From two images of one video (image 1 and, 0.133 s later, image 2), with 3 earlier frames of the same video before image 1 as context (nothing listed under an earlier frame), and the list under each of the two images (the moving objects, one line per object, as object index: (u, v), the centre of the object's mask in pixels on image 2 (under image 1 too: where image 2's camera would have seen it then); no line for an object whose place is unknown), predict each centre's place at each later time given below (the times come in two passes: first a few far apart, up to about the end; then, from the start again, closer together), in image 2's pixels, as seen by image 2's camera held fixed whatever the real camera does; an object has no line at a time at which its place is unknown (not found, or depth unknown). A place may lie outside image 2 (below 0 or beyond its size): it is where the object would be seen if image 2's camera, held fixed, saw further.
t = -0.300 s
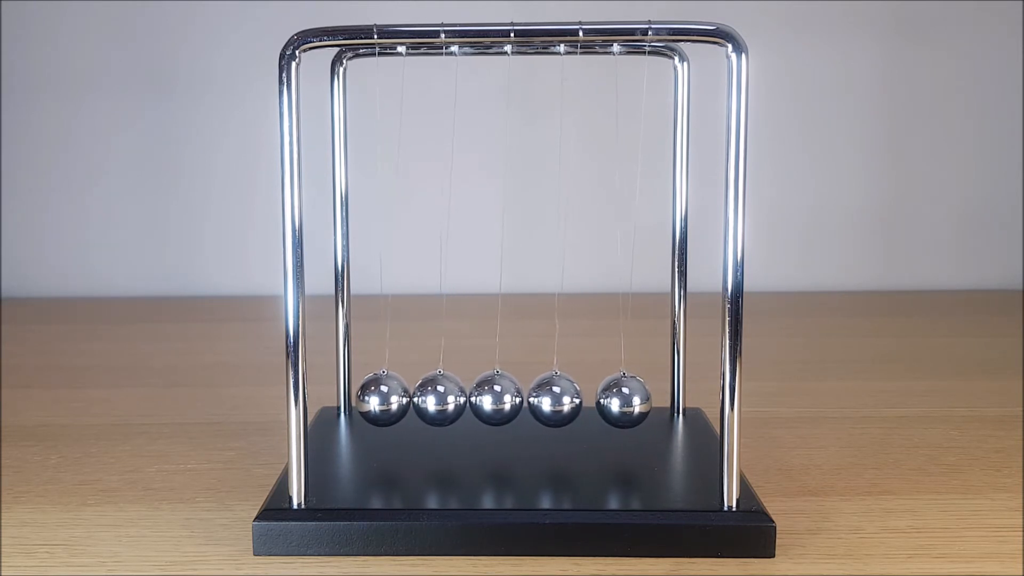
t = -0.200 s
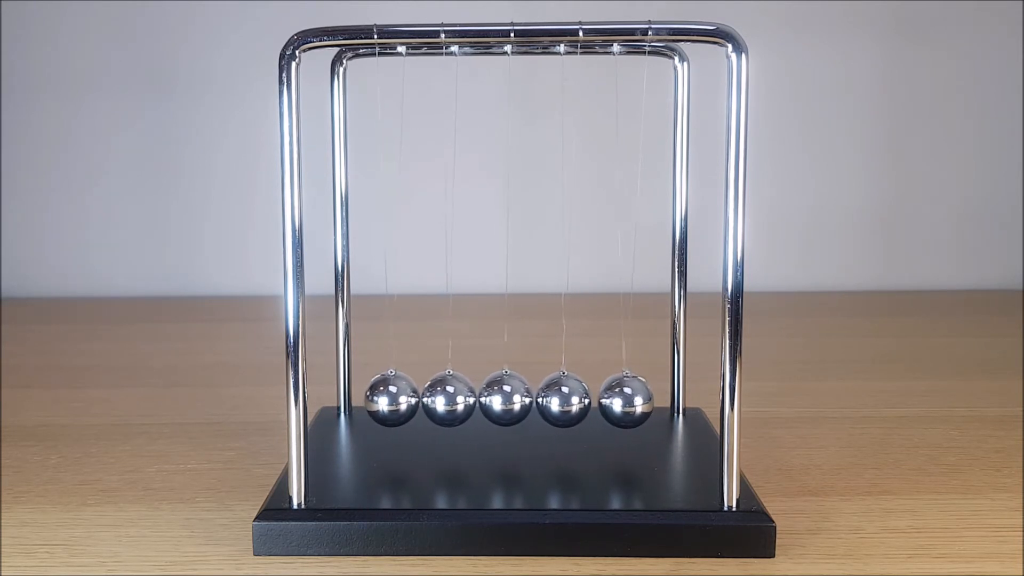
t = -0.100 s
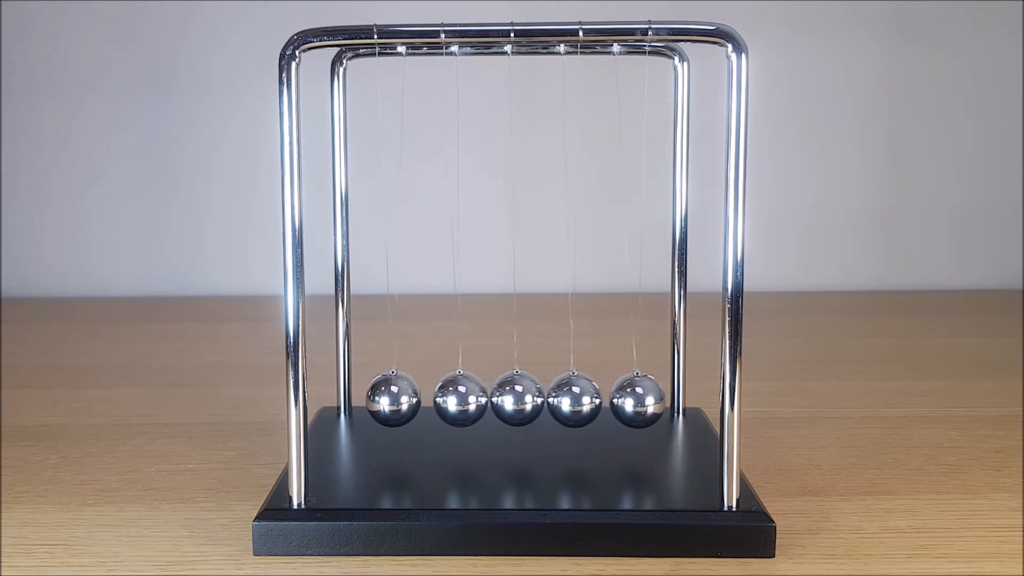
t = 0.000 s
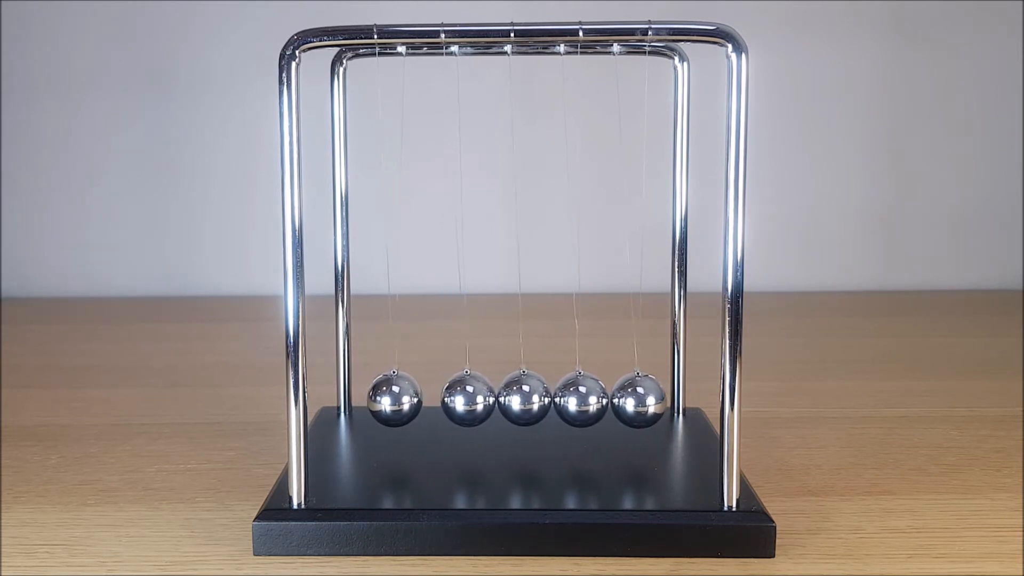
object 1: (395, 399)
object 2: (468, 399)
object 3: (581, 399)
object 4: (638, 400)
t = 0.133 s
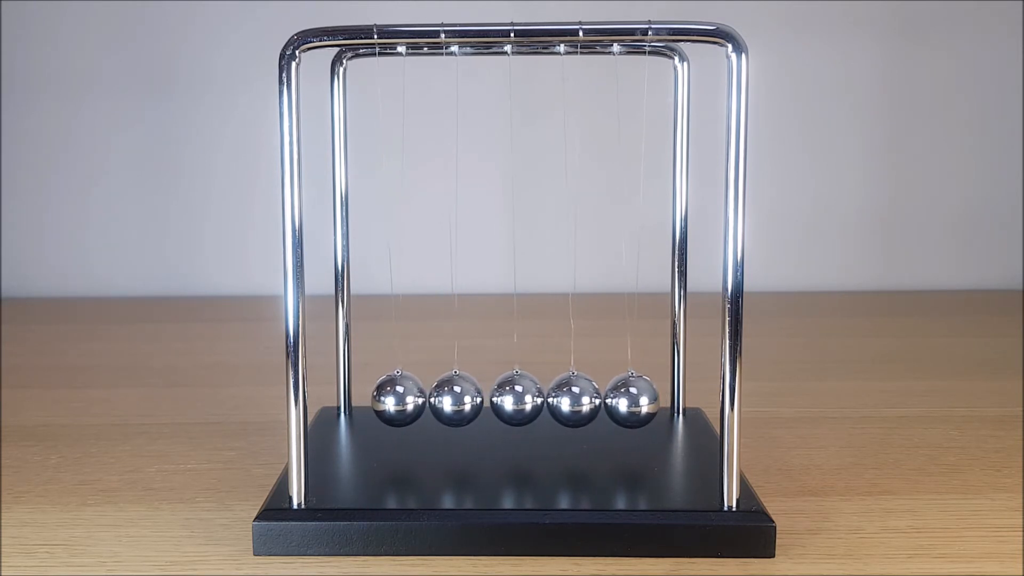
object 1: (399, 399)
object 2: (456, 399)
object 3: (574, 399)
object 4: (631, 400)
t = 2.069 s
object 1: (390, 399)
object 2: (458, 399)
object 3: (572, 399)
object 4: (629, 400)
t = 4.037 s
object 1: (385, 398)
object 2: (441, 399)
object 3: (554, 399)
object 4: (617, 400)
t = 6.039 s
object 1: (399, 399)
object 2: (455, 399)
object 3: (568, 399)
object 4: (634, 400)
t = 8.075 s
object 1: (406, 399)
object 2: (462, 399)
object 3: (574, 399)
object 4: (637, 400)
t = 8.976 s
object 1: (399, 399)
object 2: (455, 399)
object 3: (567, 399)
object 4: (624, 400)
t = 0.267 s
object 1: (383, 398)
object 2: (445, 399)
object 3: (558, 399)
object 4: (627, 400)
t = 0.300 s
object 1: (382, 398)
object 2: (442, 399)
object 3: (554, 399)
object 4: (626, 400)
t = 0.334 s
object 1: (382, 398)
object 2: (439, 398)
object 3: (552, 399)
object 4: (626, 400)
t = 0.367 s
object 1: (382, 398)
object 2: (438, 398)
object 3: (551, 399)
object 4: (624, 400)
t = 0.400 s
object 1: (382, 398)
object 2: (438, 399)
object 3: (553, 399)
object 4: (623, 400)
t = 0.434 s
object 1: (383, 398)
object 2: (439, 399)
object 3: (556, 399)
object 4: (622, 400)
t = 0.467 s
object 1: (386, 398)
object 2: (442, 399)
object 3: (560, 399)
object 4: (620, 400)
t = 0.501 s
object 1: (389, 399)
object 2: (445, 399)
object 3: (562, 400)
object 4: (621, 400)
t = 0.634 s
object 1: (392, 399)
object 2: (462, 399)
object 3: (574, 399)
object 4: (635, 400)
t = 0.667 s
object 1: (393, 399)
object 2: (465, 399)
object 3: (577, 399)
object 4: (637, 400)
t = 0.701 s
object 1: (394, 399)
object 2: (467, 399)
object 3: (580, 399)
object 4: (637, 400)
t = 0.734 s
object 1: (395, 399)
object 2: (467, 399)
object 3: (581, 399)
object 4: (637, 400)
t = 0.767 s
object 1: (397, 399)
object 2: (465, 399)
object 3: (581, 399)
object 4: (637, 400)
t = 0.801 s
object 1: (398, 399)
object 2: (463, 399)
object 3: (579, 399)
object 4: (636, 400)
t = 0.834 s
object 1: (400, 399)
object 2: (459, 399)
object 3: (577, 399)
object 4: (634, 400)
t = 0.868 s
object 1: (399, 399)
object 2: (458, 399)
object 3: (573, 399)
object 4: (630, 400)
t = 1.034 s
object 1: (384, 398)
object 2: (441, 399)
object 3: (553, 399)
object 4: (627, 400)
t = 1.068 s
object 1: (383, 398)
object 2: (439, 399)
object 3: (552, 399)
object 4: (625, 400)
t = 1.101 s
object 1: (382, 398)
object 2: (438, 399)
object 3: (553, 399)
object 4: (624, 400)
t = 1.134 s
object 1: (382, 398)
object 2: (438, 399)
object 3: (555, 399)
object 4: (622, 400)
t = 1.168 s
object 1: (383, 398)
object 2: (440, 399)
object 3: (557, 399)
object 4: (620, 400)
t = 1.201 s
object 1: (386, 398)
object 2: (442, 399)
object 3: (560, 399)
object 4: (618, 400)
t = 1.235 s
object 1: (389, 399)
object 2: (446, 399)
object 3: (560, 400)
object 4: (621, 400)
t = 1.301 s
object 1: (391, 398)
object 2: (454, 399)
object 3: (567, 399)
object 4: (628, 400)
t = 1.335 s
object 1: (391, 399)
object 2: (458, 399)
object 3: (571, 399)
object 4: (631, 400)
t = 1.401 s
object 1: (393, 399)
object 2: (464, 399)
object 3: (578, 399)
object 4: (635, 400)
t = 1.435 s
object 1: (395, 399)
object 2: (466, 399)
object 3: (580, 399)
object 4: (637, 400)
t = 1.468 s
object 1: (397, 399)
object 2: (465, 399)
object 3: (580, 399)
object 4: (638, 400)
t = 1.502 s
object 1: (399, 399)
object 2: (464, 399)
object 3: (580, 399)
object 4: (638, 400)
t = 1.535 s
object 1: (400, 399)
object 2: (461, 399)
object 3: (579, 399)
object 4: (636, 400)
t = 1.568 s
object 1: (402, 399)
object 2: (459, 399)
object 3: (576, 399)
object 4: (633, 400)
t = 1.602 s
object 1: (399, 399)
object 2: (460, 399)
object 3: (573, 399)
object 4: (630, 400)
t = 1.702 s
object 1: (390, 399)
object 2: (447, 399)
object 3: (561, 399)
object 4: (629, 400)
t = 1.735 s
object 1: (387, 399)
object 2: (444, 399)
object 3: (557, 399)
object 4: (628, 400)
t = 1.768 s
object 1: (384, 399)
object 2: (442, 399)
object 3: (554, 399)
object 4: (626, 400)
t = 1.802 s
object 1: (382, 398)
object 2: (439, 399)
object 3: (554, 399)
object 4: (624, 400)
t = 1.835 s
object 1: (382, 398)
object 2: (438, 398)
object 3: (554, 399)
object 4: (622, 400)
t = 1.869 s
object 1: (382, 398)
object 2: (439, 398)
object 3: (556, 399)
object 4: (620, 400)
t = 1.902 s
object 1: (384, 398)
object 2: (441, 399)
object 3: (558, 399)
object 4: (618, 400)
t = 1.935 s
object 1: (386, 399)
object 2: (443, 399)
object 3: (560, 399)
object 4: (617, 400)
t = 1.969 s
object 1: (390, 399)
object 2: (446, 399)
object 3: (559, 399)
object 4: (620, 400)
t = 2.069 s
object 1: (390, 399)
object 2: (458, 399)
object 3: (572, 399)
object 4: (629, 400)
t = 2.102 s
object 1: (392, 399)
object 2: (462, 399)
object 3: (575, 399)
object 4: (632, 400)
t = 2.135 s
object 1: (394, 399)
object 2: (463, 399)
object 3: (578, 399)
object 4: (635, 400)
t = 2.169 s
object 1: (396, 399)
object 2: (464, 399)
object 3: (580, 399)
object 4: (637, 400)
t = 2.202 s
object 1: (398, 399)
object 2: (464, 399)
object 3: (580, 399)
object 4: (637, 400)
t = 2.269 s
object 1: (402, 399)
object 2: (461, 399)
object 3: (578, 399)
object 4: (635, 400)
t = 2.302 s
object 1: (403, 399)
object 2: (460, 399)
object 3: (576, 399)
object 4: (633, 400)
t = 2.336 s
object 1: (400, 399)
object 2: (459, 399)
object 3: (572, 399)
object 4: (630, 400)
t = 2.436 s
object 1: (391, 399)
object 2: (447, 399)
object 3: (560, 399)
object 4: (629, 400)
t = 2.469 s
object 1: (388, 399)
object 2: (444, 399)
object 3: (558, 399)
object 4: (628, 400)
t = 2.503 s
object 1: (385, 398)
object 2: (441, 399)
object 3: (556, 399)
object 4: (626, 400)
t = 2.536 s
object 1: (383, 398)
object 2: (439, 399)
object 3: (556, 399)
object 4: (623, 400)
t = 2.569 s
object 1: (382, 398)
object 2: (439, 398)
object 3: (555, 399)
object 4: (620, 400)
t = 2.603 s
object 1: (383, 398)
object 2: (439, 399)
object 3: (556, 399)
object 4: (618, 400)
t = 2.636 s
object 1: (385, 398)
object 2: (441, 399)
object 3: (557, 399)
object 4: (616, 400)
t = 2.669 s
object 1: (388, 399)
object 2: (444, 399)
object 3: (558, 399)
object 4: (616, 400)
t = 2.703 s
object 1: (388, 399)
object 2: (447, 399)
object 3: (559, 399)
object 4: (618, 400)
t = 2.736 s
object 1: (388, 398)
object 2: (451, 399)
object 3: (564, 399)
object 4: (621, 400)
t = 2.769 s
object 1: (389, 399)
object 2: (455, 399)
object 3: (567, 400)
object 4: (624, 400)
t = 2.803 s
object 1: (390, 399)
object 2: (458, 399)
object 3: (571, 399)
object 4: (628, 400)
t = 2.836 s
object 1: (392, 399)
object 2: (460, 399)
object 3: (575, 399)
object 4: (632, 400)
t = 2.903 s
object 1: (397, 399)
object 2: (463, 399)
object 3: (579, 399)
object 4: (636, 400)
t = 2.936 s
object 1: (400, 399)
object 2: (463, 399)
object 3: (580, 399)
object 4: (636, 400)
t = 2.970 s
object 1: (402, 399)
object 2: (463, 399)
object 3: (579, 399)
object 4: (636, 400)
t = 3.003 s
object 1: (404, 399)
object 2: (462, 399)
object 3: (577, 399)
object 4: (634, 400)
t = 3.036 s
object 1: (404, 399)
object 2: (462, 399)
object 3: (575, 399)
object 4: (631, 400)
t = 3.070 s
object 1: (402, 399)
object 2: (459, 399)
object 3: (571, 399)
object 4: (632, 400)
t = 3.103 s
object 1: (398, 399)
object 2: (455, 399)
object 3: (567, 400)
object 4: (632, 400)
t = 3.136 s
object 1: (394, 399)
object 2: (451, 399)
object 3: (565, 399)
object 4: (631, 400)
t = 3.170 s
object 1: (391, 399)
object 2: (447, 399)
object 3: (562, 399)
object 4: (630, 400)
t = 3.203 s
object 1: (388, 399)
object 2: (444, 399)
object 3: (559, 399)
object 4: (627, 400)
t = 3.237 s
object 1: (385, 398)
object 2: (442, 399)
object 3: (557, 399)
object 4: (625, 400)
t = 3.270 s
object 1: (384, 398)
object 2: (440, 399)
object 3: (556, 399)
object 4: (622, 400)
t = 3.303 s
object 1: (384, 398)
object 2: (440, 399)
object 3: (555, 399)
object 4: (619, 400)
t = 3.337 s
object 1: (384, 398)
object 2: (441, 399)
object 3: (555, 399)
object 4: (616, 400)
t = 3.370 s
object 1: (386, 399)
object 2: (442, 399)
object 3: (556, 399)
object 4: (614, 400)
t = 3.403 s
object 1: (388, 399)
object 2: (445, 399)
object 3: (557, 399)
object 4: (614, 400)
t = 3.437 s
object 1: (387, 399)
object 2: (448, 399)
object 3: (560, 399)
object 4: (617, 400)
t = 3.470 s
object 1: (387, 399)
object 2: (450, 399)
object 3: (564, 400)
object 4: (621, 400)
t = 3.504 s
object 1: (388, 399)
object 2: (453, 399)
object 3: (568, 399)
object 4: (625, 400)
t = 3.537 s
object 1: (390, 399)
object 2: (456, 399)
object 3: (572, 399)
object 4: (628, 400)
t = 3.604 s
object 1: (395, 399)
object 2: (461, 399)
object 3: (577, 399)
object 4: (634, 400)
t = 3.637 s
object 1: (398, 399)
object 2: (463, 399)
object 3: (578, 399)
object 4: (635, 400)
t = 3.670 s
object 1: (401, 399)
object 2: (464, 399)
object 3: (579, 399)
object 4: (635, 400)
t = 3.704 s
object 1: (404, 399)
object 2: (464, 399)
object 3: (578, 399)
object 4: (635, 400)
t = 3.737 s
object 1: (407, 399)
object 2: (464, 399)
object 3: (576, 399)
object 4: (633, 400)
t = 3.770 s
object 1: (405, 399)
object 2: (461, 399)
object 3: (574, 399)
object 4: (633, 400)
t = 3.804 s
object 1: (402, 399)
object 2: (458, 399)
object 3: (572, 400)
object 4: (633, 400)
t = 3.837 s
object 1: (398, 399)
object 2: (455, 399)
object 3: (569, 400)
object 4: (633, 400)
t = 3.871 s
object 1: (395, 399)
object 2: (451, 399)
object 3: (566, 400)
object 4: (632, 400)
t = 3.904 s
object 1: (391, 399)
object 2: (448, 399)
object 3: (562, 400)
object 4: (630, 400)
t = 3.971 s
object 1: (386, 399)
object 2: (443, 399)
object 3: (557, 399)
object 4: (624, 400)
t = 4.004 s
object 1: (385, 398)
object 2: (441, 399)
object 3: (555, 399)
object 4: (620, 400)
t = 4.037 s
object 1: (385, 398)
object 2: (441, 399)
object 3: (554, 399)
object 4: (617, 400)
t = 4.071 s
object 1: (385, 398)
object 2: (442, 399)
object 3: (554, 399)
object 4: (614, 400)
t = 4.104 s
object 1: (386, 398)
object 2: (443, 399)
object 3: (556, 399)
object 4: (612, 400)
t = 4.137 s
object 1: (386, 398)
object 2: (444, 399)
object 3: (558, 399)
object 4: (615, 400)
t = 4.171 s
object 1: (385, 398)
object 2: (447, 399)
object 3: (561, 399)
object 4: (618, 400)
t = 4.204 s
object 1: (386, 398)
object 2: (450, 399)
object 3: (564, 399)
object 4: (621, 400)
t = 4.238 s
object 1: (388, 399)
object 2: (454, 399)
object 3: (567, 400)
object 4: (625, 400)
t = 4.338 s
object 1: (396, 399)
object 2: (463, 399)
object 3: (576, 399)
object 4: (633, 400)
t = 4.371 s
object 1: (400, 399)
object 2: (464, 399)
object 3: (577, 399)
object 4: (634, 400)
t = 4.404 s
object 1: (403, 399)
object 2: (465, 399)
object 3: (577, 399)
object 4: (635, 400)
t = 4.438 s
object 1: (406, 399)
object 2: (464, 399)
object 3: (577, 399)
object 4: (635, 400)
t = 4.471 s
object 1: (406, 399)
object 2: (463, 399)
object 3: (577, 399)
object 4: (634, 400)
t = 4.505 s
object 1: (404, 399)
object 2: (460, 399)
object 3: (575, 399)
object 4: (635, 400)
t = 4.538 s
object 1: (401, 399)
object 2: (458, 399)
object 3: (572, 399)
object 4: (635, 400)
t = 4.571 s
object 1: (398, 399)
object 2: (455, 399)
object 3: (569, 399)
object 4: (634, 400)
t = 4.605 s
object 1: (395, 399)
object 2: (451, 399)
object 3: (565, 399)
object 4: (632, 400)
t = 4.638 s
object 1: (392, 399)
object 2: (448, 399)
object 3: (561, 399)
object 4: (629, 400)
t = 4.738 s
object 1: (385, 398)
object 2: (443, 399)
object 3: (555, 399)
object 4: (618, 400)
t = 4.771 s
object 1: (385, 398)
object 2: (442, 399)
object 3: (554, 399)
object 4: (615, 400)
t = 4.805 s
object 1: (385, 398)
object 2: (442, 399)
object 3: (555, 399)
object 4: (612, 400)
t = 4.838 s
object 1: (385, 399)
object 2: (443, 399)
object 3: (556, 399)
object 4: (613, 400)
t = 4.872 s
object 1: (384, 398)
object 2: (445, 399)
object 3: (558, 399)
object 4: (615, 400)
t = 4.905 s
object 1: (384, 398)
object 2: (448, 399)
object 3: (561, 399)
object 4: (618, 400)
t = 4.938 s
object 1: (385, 399)
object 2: (451, 399)
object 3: (564, 399)
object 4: (621, 400)
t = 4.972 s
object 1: (388, 399)
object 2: (455, 399)
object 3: (567, 400)
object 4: (624, 400)
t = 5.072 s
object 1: (398, 399)
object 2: (462, 399)
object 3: (575, 399)
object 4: (633, 400)
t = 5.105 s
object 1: (402, 399)
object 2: (464, 399)
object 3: (576, 399)
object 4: (634, 400)
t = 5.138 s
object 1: (405, 399)
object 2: (464, 399)
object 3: (577, 399)
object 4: (634, 400)
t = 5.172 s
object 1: (407, 399)
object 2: (464, 399)
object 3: (577, 399)
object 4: (634, 400)
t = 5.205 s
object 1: (406, 399)
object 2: (463, 399)
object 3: (575, 399)
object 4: (635, 400)
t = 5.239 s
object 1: (404, 399)
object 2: (461, 399)
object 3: (573, 399)
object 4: (636, 400)
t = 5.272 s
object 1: (402, 399)
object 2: (458, 399)
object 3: (570, 399)
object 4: (636, 400)
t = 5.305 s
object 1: (399, 399)
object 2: (455, 399)
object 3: (567, 399)
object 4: (634, 400)
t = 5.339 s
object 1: (395, 399)
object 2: (452, 399)
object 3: (564, 399)
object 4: (632, 400)
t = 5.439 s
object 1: (388, 398)
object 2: (444, 399)
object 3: (557, 399)
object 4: (621, 400)
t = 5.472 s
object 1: (387, 398)
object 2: (443, 399)
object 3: (555, 399)
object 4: (617, 400)
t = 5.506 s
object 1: (386, 398)
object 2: (442, 399)
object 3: (555, 399)
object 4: (613, 400)
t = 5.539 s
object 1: (386, 398)
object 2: (443, 399)
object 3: (555, 399)
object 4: (612, 400)
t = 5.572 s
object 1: (384, 398)
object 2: (444, 399)
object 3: (556, 399)
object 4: (613, 400)
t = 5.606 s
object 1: (383, 398)
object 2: (446, 399)
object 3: (558, 399)
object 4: (615, 400)
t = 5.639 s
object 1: (384, 398)
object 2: (448, 399)
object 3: (561, 399)
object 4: (618, 400)
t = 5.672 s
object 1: (385, 398)
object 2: (451, 399)
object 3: (564, 399)
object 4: (621, 400)
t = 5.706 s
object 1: (388, 398)
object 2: (454, 399)
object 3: (567, 399)
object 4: (624, 400)
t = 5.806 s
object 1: (400, 399)
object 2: (462, 399)
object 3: (574, 399)
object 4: (631, 400)
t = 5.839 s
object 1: (404, 399)
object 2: (463, 399)
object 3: (576, 399)
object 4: (632, 400)
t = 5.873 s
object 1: (407, 399)
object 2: (464, 399)
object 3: (576, 399)
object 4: (633, 400)
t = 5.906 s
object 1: (407, 399)
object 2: (464, 399)
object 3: (576, 399)
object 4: (635, 400)
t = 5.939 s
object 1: (406, 399)
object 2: (463, 399)
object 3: (575, 399)
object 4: (637, 400)
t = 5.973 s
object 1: (404, 399)
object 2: (461, 399)
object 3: (573, 399)
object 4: (637, 400)
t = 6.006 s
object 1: (402, 399)
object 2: (458, 399)
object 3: (571, 399)
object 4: (636, 400)
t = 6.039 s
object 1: (399, 399)
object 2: (455, 399)
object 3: (568, 399)
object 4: (634, 400)
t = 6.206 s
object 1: (388, 399)
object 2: (444, 399)
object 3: (556, 399)
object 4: (615, 400)
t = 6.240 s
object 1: (386, 398)
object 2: (443, 399)
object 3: (555, 399)
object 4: (612, 400)
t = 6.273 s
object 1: (384, 398)
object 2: (443, 399)
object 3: (556, 399)
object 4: (612, 400)
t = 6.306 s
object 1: (383, 398)
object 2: (444, 399)
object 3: (557, 399)
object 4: (614, 400)
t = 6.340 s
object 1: (383, 398)
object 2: (446, 399)
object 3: (558, 399)
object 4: (616, 400)
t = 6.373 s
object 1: (384, 398)
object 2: (448, 399)
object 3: (561, 399)
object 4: (618, 400)
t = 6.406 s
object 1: (386, 398)
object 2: (451, 399)
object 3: (563, 399)
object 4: (621, 400)
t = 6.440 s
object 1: (389, 398)
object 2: (454, 399)
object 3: (566, 399)
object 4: (623, 400)
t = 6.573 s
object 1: (406, 399)
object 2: (462, 399)
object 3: (575, 399)
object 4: (632, 400)
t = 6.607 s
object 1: (407, 399)
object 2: (463, 399)
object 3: (576, 399)
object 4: (634, 400)
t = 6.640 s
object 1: (407, 399)
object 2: (463, 399)
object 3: (575, 399)
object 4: (637, 400)
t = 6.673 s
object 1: (406, 399)
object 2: (462, 399)
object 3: (574, 399)
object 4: (638, 400)
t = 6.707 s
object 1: (404, 399)
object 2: (460, 399)
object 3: (573, 399)
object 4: (638, 400)
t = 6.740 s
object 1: (402, 399)
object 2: (458, 399)
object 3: (571, 399)
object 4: (636, 400)
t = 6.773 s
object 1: (399, 399)
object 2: (456, 399)
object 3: (568, 399)
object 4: (634, 400)
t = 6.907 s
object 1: (390, 399)
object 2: (446, 399)
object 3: (558, 399)
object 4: (617, 400)
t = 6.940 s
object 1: (388, 398)
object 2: (445, 399)
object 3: (557, 399)
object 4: (613, 400)
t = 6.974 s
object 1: (385, 398)
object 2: (444, 399)
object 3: (556, 399)
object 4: (613, 400)
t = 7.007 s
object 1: (383, 398)
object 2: (444, 399)
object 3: (556, 399)
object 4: (613, 400)
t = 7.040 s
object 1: (382, 398)
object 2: (445, 399)
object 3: (557, 399)
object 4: (614, 400)
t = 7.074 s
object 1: (382, 398)
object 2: (446, 399)
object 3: (559, 399)
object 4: (615, 400)
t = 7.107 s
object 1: (384, 398)
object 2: (448, 399)
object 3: (561, 399)
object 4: (617, 400)
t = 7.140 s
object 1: (387, 399)
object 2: (451, 399)
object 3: (563, 399)
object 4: (620, 400)
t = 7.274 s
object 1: (404, 399)
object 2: (460, 399)
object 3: (573, 400)
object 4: (630, 400)
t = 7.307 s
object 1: (405, 399)
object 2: (462, 399)
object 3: (574, 400)
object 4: (633, 400)
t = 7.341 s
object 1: (406, 399)
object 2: (462, 399)
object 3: (575, 399)
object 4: (636, 400)
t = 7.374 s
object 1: (406, 399)
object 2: (462, 399)
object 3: (575, 399)
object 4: (637, 400)
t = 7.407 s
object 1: (405, 399)
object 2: (462, 399)
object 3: (574, 399)
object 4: (638, 400)
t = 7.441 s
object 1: (404, 399)
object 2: (460, 399)
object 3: (573, 399)
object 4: (637, 400)
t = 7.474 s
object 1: (402, 399)
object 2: (458, 399)
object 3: (571, 399)
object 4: (635, 400)
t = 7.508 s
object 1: (400, 399)
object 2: (456, 399)
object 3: (568, 399)
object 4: (632, 400)
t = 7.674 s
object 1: (386, 398)
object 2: (445, 399)
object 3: (557, 399)
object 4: (614, 400)
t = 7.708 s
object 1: (384, 398)
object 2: (444, 399)
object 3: (557, 399)
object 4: (613, 400)
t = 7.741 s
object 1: (382, 398)
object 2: (444, 399)
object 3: (556, 399)
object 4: (613, 400)
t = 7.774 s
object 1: (382, 398)
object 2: (445, 399)
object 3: (557, 399)
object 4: (614, 400)
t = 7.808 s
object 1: (383, 398)
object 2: (446, 399)
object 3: (558, 399)
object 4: (615, 400)
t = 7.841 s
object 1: (385, 399)
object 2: (448, 399)
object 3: (560, 399)
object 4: (617, 400)
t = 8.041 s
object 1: (405, 399)
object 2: (461, 399)
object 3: (573, 399)
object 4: (634, 400)
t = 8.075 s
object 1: (406, 399)
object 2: (462, 399)
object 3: (574, 399)
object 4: (637, 400)
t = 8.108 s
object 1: (406, 399)
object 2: (462, 399)
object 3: (575, 399)
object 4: (638, 400)
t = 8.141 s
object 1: (405, 399)
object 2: (462, 399)
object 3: (574, 399)
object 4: (638, 400)
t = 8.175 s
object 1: (404, 399)
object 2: (460, 399)
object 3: (573, 399)
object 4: (636, 400)
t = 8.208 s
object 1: (402, 399)
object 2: (459, 399)
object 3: (571, 399)
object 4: (634, 400)
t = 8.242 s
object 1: (400, 399)
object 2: (457, 399)
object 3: (569, 399)
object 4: (630, 400)
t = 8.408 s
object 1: (385, 398)
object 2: (446, 399)
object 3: (558, 399)
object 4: (615, 400)
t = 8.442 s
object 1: (383, 398)
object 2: (445, 399)
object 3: (557, 399)
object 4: (614, 400)
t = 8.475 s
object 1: (382, 398)
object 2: (444, 399)
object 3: (557, 399)
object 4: (613, 400)
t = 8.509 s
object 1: (383, 398)
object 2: (445, 399)
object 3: (557, 399)
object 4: (614, 400)
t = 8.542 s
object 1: (384, 399)
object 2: (446, 399)
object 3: (558, 399)
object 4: (615, 400)
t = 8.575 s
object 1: (387, 398)
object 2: (448, 399)
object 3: (560, 399)
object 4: (617, 400)
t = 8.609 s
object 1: (390, 399)
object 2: (450, 399)
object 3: (562, 399)
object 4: (619, 400)
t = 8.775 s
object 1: (404, 399)
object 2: (461, 399)
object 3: (573, 399)
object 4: (635, 400)
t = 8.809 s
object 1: (405, 399)
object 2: (462, 399)
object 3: (574, 399)
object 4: (637, 400)
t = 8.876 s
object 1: (404, 399)
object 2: (461, 399)
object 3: (573, 399)
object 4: (635, 400)
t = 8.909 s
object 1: (403, 399)
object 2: (459, 399)
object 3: (571, 399)
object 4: (632, 400)
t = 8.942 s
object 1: (401, 399)
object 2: (457, 399)
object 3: (569, 399)
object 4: (628, 400)
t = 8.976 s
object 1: (399, 399)
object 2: (455, 399)
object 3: (567, 399)
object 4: (624, 400)
